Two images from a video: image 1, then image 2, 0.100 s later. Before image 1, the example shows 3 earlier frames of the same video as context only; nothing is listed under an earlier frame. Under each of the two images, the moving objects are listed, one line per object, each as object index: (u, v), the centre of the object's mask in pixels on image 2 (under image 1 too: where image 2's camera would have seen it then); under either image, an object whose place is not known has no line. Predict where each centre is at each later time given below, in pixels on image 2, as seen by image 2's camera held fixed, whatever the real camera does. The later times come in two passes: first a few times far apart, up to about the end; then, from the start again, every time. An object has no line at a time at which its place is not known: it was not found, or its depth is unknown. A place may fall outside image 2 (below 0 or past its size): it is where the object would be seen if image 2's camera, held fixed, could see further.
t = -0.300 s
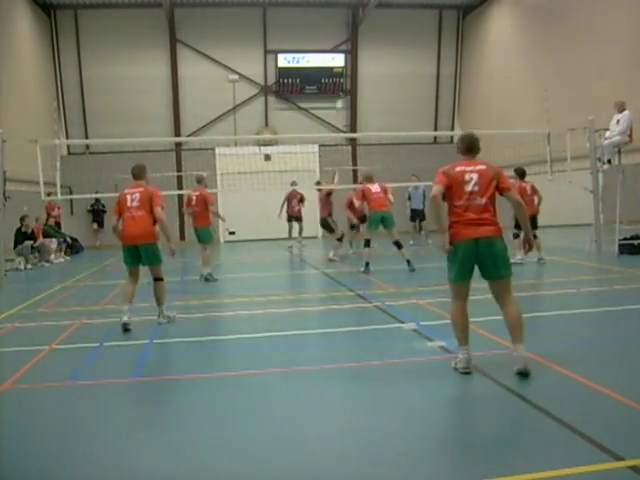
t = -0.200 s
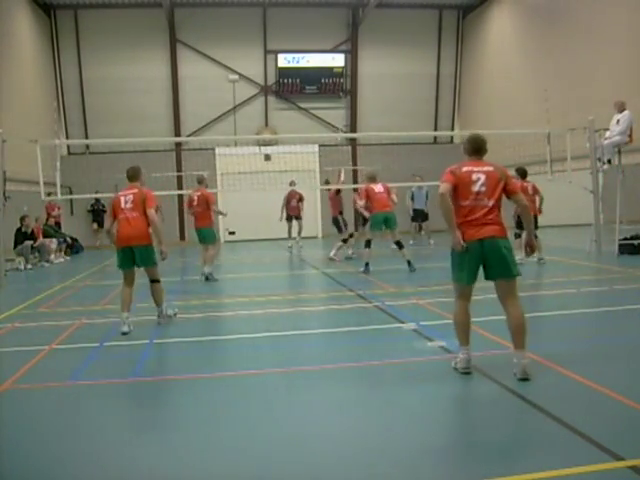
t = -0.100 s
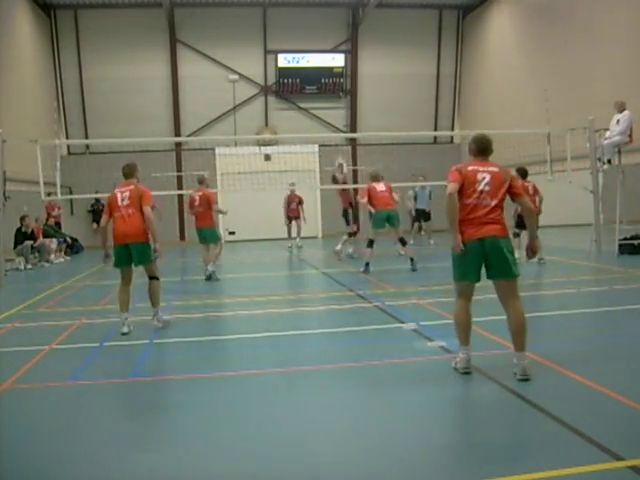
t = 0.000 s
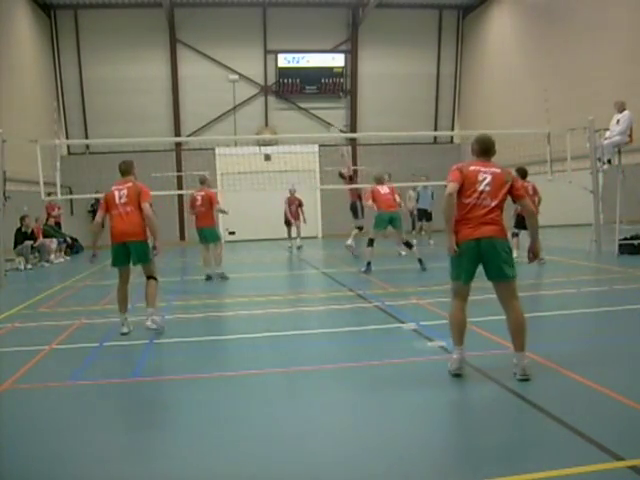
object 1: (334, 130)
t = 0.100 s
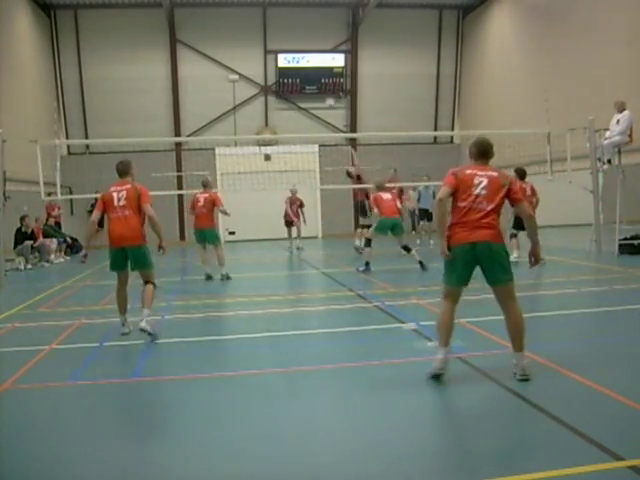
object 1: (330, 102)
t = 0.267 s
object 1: (323, 68)
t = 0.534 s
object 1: (312, 35)
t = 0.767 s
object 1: (304, 36)
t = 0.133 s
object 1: (328, 94)
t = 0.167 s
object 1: (327, 86)
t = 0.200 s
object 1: (326, 79)
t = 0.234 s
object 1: (324, 73)
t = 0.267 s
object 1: (323, 68)
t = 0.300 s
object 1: (321, 62)
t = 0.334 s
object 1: (319, 54)
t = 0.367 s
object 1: (319, 50)
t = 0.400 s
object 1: (317, 46)
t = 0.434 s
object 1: (316, 43)
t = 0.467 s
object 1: (315, 40)
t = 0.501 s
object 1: (313, 37)
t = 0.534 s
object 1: (312, 35)
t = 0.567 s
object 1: (310, 34)
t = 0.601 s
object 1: (309, 33)
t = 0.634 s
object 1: (308, 33)
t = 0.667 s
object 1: (307, 33)
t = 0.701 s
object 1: (306, 33)
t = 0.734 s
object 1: (305, 34)
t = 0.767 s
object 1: (304, 36)
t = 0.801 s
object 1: (303, 38)
